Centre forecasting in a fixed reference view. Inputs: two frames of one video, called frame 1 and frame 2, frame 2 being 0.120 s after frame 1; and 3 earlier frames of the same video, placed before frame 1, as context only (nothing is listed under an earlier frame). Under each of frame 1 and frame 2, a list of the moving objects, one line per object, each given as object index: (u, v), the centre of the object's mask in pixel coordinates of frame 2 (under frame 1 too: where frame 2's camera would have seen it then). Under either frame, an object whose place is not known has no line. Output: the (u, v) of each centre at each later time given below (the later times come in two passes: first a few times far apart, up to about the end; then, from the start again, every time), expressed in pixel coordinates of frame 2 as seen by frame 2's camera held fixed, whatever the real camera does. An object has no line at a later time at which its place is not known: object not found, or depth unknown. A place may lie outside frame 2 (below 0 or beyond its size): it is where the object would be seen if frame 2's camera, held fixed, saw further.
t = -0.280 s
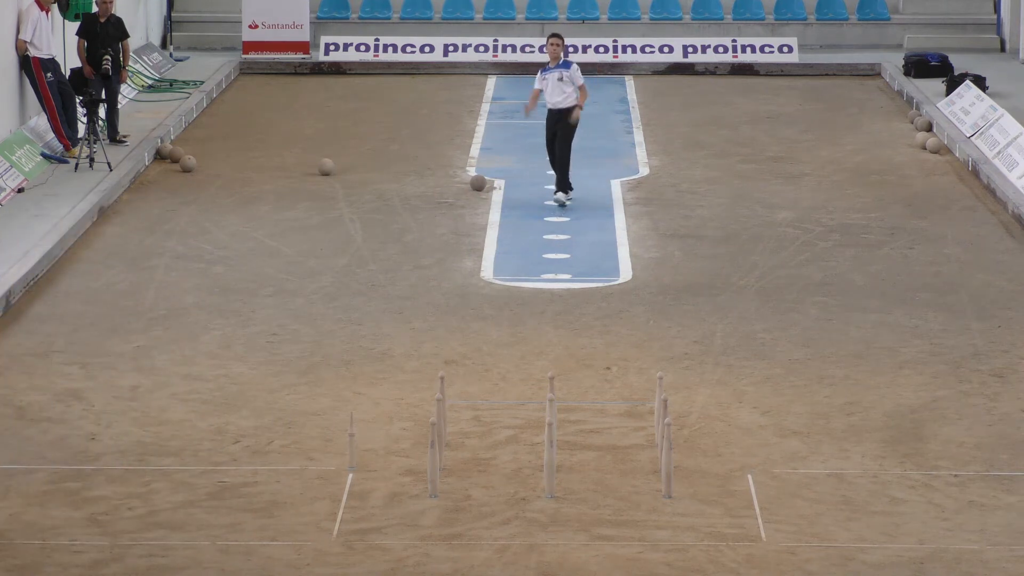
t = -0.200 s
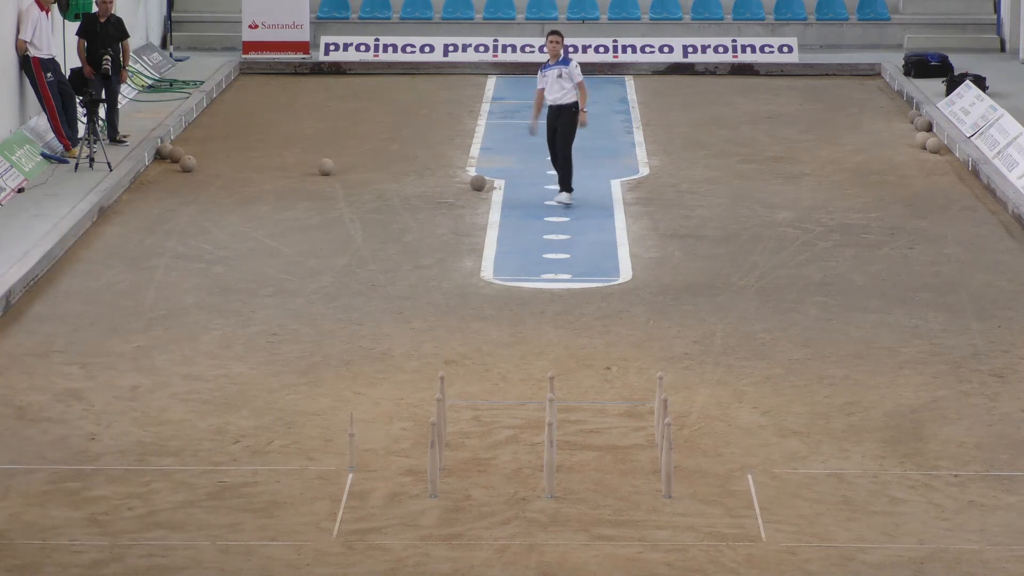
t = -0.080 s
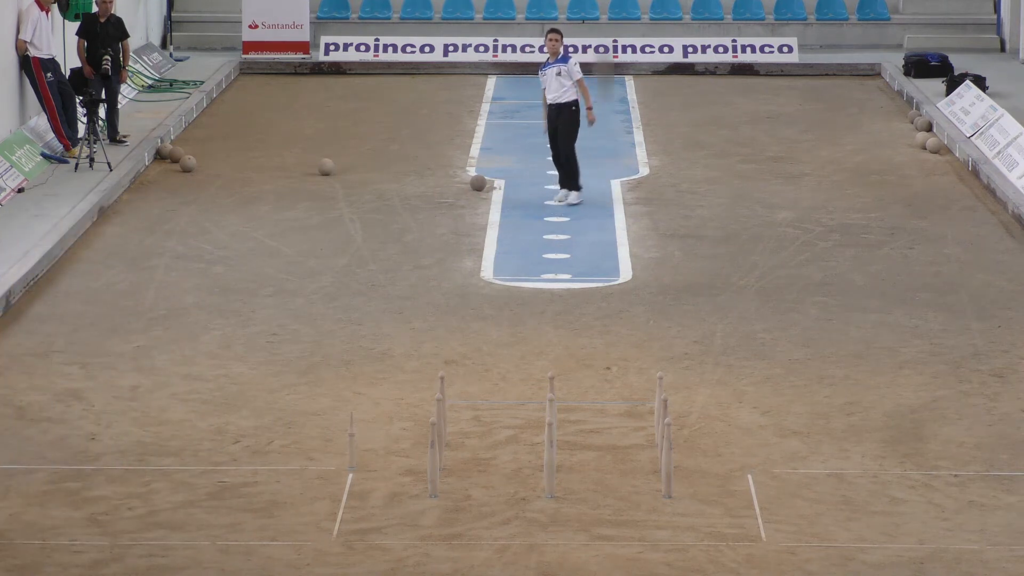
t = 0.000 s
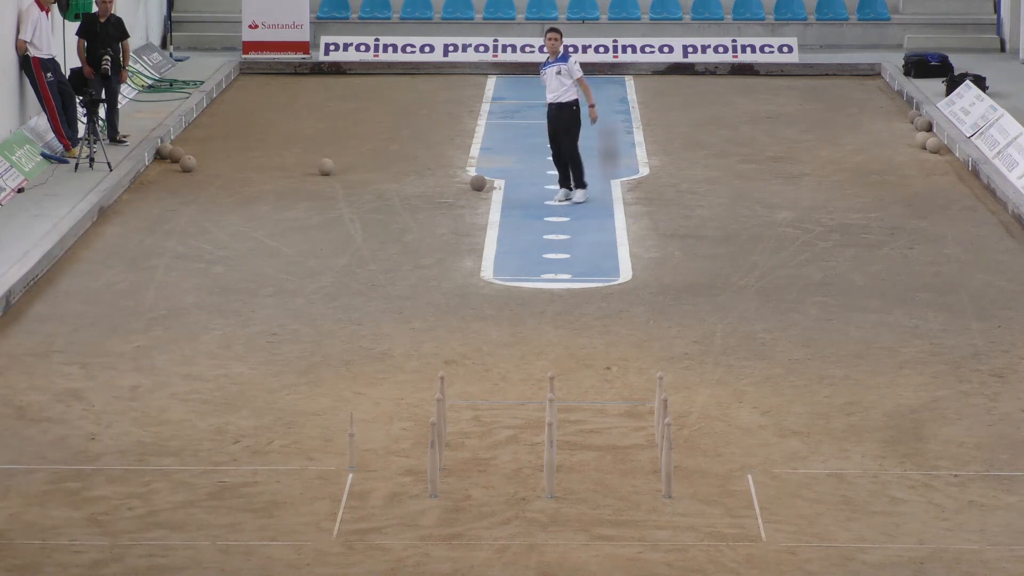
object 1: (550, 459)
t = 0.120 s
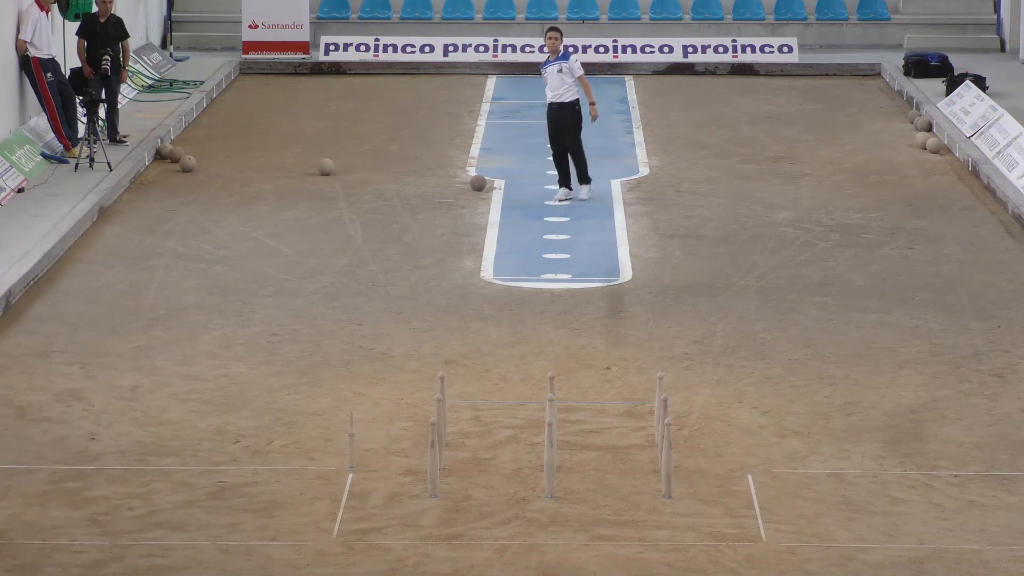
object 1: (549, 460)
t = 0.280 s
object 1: (550, 459)
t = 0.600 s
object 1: (550, 459)
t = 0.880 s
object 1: (549, 461)
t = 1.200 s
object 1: (535, 518)
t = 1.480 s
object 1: (529, 543)
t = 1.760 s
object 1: (535, 546)
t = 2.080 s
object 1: (539, 547)
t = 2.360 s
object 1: (541, 548)
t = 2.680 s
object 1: (541, 548)
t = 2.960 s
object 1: (541, 548)
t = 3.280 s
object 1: (541, 548)
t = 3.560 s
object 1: (541, 548)
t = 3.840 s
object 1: (541, 548)
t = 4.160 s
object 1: (541, 548)
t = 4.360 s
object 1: (541, 548)
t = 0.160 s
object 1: (550, 459)
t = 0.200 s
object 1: (550, 459)
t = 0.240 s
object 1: (550, 459)
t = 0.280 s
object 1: (550, 459)
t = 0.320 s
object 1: (549, 459)
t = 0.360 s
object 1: (550, 459)
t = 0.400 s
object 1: (550, 459)
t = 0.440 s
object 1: (550, 459)
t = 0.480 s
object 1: (550, 460)
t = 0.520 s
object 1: (550, 459)
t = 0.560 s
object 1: (550, 459)
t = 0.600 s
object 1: (550, 459)
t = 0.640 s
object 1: (550, 460)
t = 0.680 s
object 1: (550, 460)
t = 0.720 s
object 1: (550, 460)
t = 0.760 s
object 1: (550, 460)
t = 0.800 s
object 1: (550, 460)
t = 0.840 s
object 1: (550, 460)
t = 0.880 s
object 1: (549, 461)
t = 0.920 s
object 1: (548, 464)
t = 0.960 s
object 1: (547, 463)
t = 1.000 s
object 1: (546, 467)
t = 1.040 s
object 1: (543, 480)
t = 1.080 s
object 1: (541, 484)
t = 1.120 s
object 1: (539, 493)
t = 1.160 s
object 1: (537, 503)
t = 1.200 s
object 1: (535, 518)
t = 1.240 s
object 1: (531, 529)
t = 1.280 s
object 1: (531, 529)
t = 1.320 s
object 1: (532, 531)
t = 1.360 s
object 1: (529, 537)
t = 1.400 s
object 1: (530, 538)
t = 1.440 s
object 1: (529, 540)
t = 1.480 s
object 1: (529, 543)
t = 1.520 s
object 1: (529, 544)
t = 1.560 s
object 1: (529, 545)
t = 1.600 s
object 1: (530, 546)
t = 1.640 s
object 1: (531, 546)
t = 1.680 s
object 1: (533, 546)
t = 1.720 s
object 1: (535, 546)
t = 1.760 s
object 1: (535, 546)
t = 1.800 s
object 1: (536, 547)
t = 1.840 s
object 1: (537, 547)
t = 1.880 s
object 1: (537, 547)
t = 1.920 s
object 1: (538, 547)
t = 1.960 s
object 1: (538, 547)
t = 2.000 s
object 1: (538, 547)
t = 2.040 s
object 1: (539, 547)
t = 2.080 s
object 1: (539, 547)
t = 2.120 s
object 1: (541, 547)
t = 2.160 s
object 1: (542, 548)
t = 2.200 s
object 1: (542, 548)
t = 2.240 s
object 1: (542, 548)
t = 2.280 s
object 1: (542, 548)
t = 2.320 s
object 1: (541, 548)
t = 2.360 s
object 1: (541, 548)
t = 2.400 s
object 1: (541, 548)
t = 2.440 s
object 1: (541, 548)
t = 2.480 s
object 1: (541, 548)
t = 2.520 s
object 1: (541, 548)
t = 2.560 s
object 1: (541, 548)
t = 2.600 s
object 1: (541, 548)
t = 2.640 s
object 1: (541, 548)
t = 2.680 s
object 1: (541, 548)
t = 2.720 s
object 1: (541, 548)
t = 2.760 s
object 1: (541, 548)
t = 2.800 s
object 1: (541, 548)
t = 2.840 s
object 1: (541, 548)
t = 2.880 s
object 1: (541, 548)
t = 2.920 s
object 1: (541, 548)
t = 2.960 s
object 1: (541, 548)
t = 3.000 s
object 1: (541, 548)
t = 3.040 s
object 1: (541, 548)
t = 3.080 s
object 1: (541, 548)
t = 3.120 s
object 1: (541, 548)
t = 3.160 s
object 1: (541, 548)
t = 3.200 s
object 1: (541, 548)
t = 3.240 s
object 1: (541, 548)
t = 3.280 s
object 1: (541, 548)
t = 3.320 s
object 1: (541, 548)
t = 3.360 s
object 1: (541, 548)
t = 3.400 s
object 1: (541, 548)
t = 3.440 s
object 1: (541, 548)
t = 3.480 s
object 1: (541, 548)
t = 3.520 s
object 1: (541, 548)
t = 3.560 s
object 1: (541, 548)
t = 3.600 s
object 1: (541, 548)
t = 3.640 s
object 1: (541, 548)
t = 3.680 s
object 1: (541, 548)
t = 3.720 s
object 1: (541, 548)
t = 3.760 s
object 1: (541, 548)
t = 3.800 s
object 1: (541, 548)
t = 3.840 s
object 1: (541, 548)
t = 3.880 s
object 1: (541, 548)
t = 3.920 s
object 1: (541, 548)
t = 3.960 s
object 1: (541, 548)
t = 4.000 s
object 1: (541, 548)
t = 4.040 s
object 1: (541, 548)
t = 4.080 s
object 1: (541, 548)
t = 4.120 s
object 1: (541, 548)
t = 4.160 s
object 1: (541, 548)
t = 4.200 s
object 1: (541, 548)
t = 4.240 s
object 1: (541, 548)
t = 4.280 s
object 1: (541, 548)
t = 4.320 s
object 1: (541, 548)
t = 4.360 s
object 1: (541, 548)
